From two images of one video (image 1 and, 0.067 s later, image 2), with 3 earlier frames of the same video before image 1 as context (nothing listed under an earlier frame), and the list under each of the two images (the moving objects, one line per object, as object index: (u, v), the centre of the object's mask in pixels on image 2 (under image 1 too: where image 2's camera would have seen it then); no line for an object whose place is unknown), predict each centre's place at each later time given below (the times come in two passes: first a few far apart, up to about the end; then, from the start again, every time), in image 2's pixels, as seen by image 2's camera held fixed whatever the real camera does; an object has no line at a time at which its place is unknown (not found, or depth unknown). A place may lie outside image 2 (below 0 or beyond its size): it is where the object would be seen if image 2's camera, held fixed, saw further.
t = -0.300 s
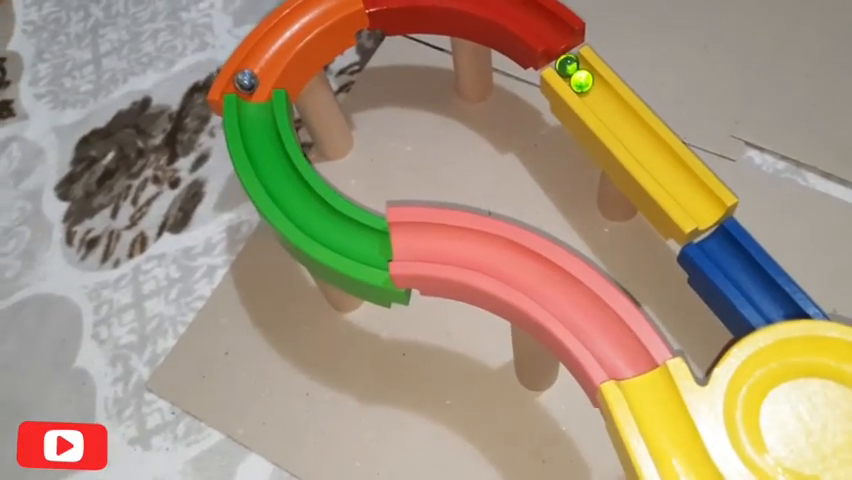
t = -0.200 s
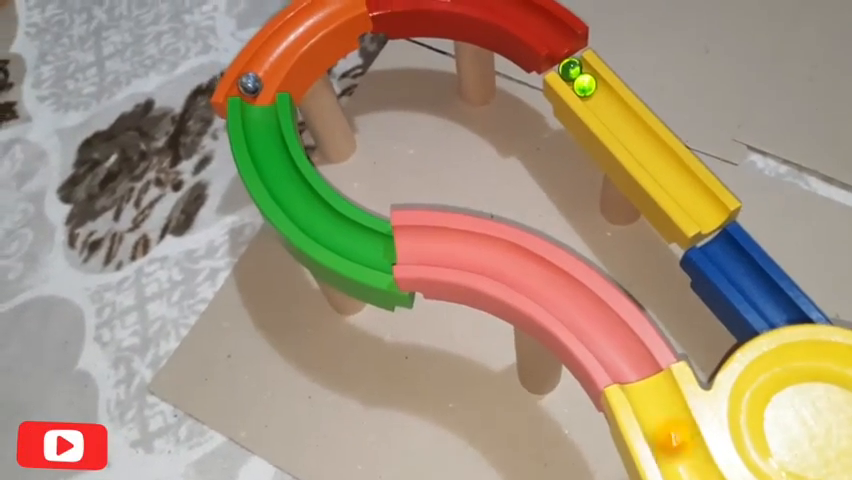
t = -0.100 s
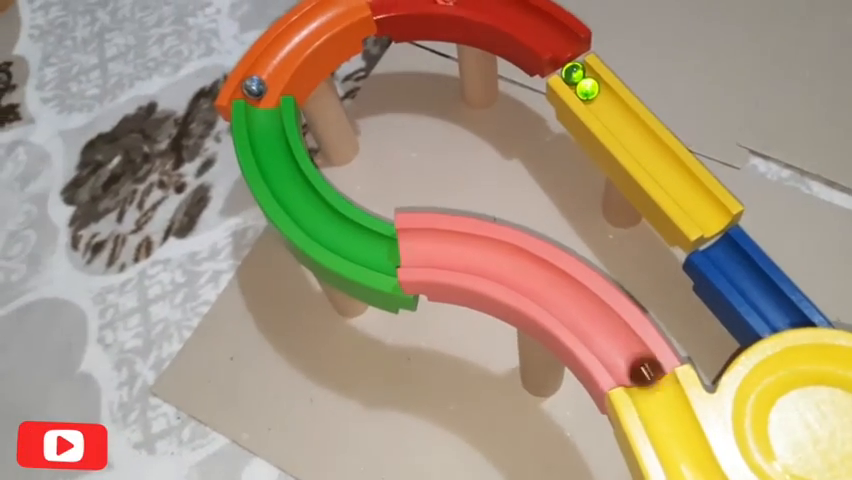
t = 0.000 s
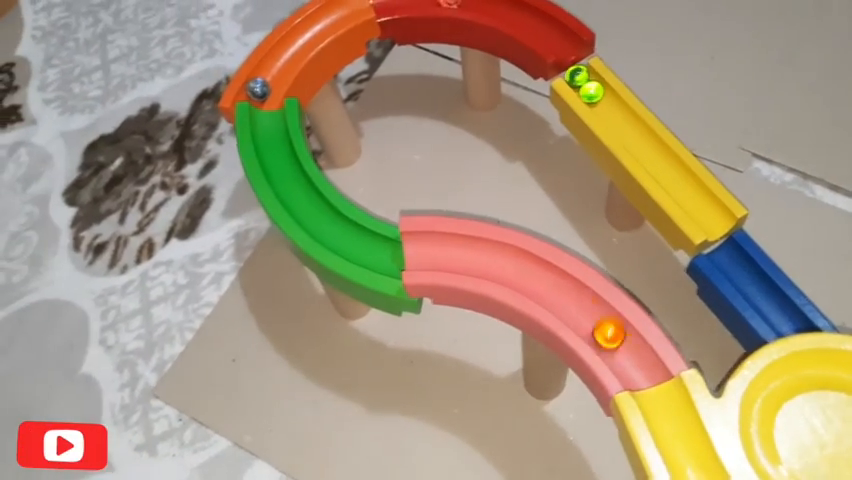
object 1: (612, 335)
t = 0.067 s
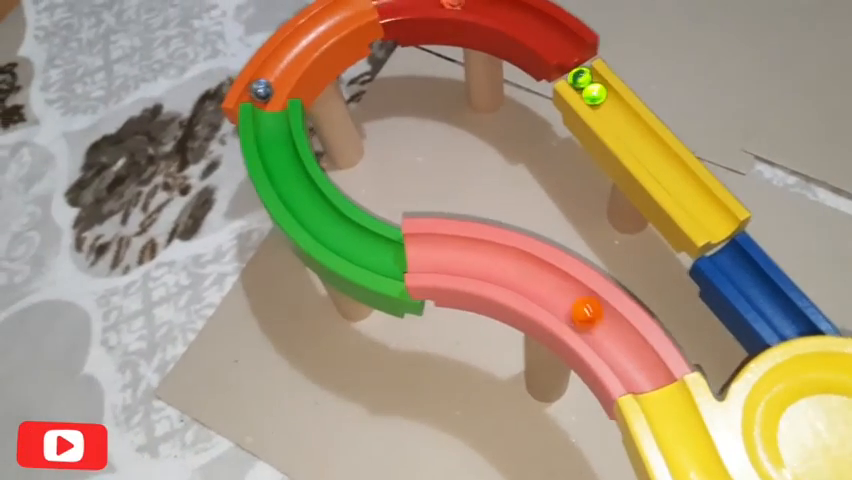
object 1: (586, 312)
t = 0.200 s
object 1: (523, 275)
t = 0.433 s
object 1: (410, 254)
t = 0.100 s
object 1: (571, 304)
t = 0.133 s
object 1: (555, 295)
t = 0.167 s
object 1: (539, 286)
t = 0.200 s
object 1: (523, 275)
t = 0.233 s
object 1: (508, 269)
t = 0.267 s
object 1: (492, 265)
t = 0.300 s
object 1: (476, 262)
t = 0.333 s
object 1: (459, 259)
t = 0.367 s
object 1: (443, 256)
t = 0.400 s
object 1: (427, 255)
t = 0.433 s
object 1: (410, 254)
